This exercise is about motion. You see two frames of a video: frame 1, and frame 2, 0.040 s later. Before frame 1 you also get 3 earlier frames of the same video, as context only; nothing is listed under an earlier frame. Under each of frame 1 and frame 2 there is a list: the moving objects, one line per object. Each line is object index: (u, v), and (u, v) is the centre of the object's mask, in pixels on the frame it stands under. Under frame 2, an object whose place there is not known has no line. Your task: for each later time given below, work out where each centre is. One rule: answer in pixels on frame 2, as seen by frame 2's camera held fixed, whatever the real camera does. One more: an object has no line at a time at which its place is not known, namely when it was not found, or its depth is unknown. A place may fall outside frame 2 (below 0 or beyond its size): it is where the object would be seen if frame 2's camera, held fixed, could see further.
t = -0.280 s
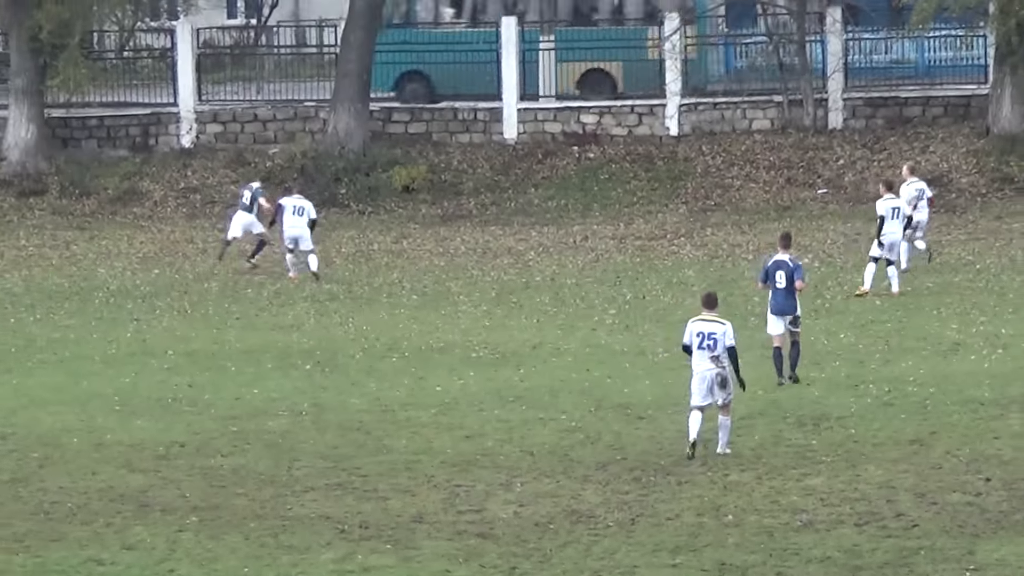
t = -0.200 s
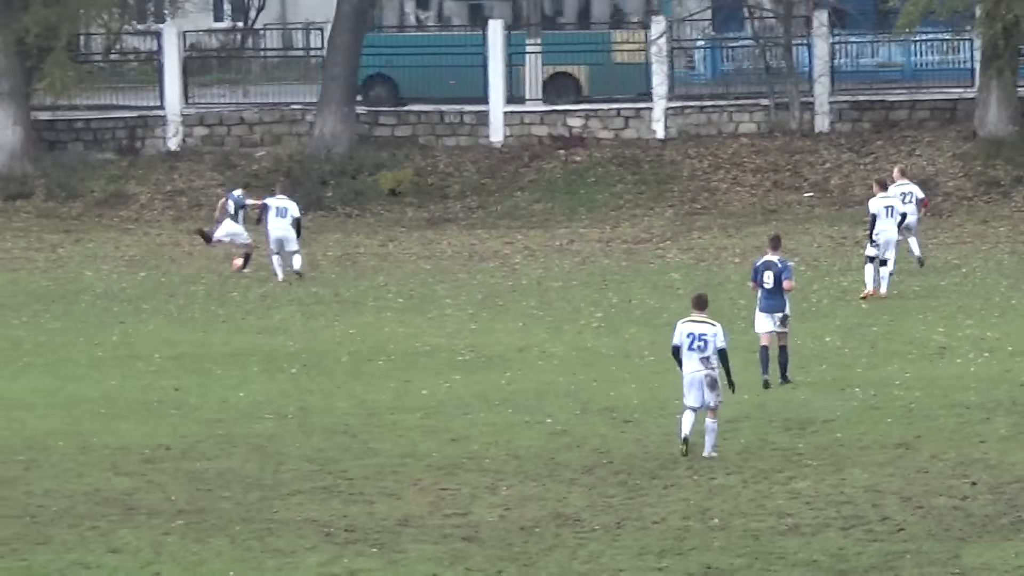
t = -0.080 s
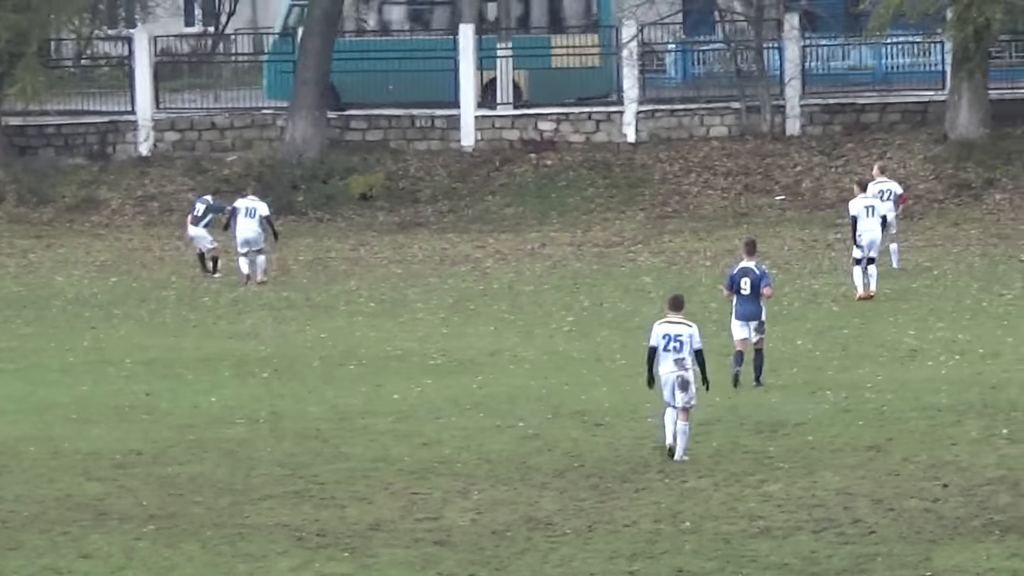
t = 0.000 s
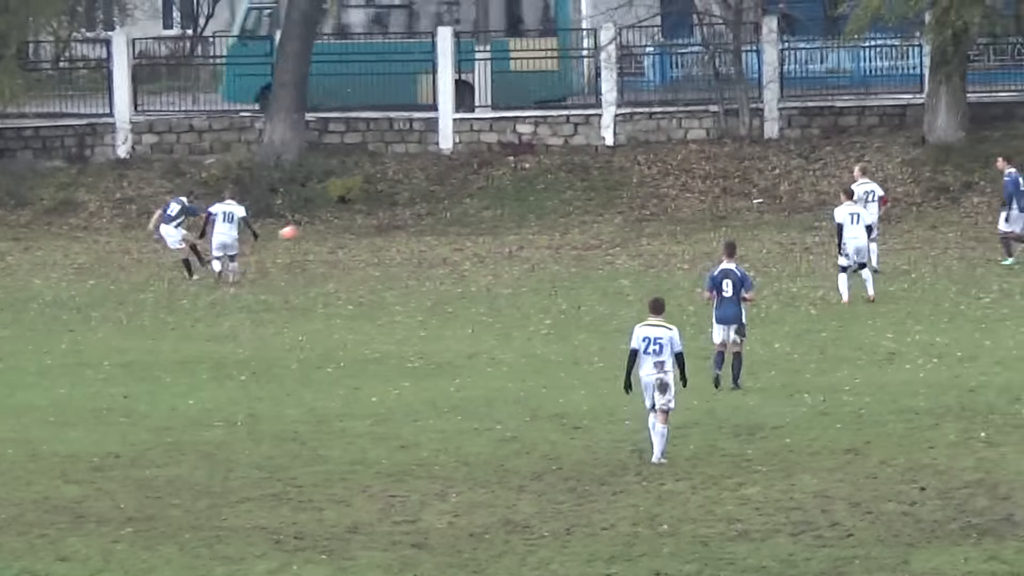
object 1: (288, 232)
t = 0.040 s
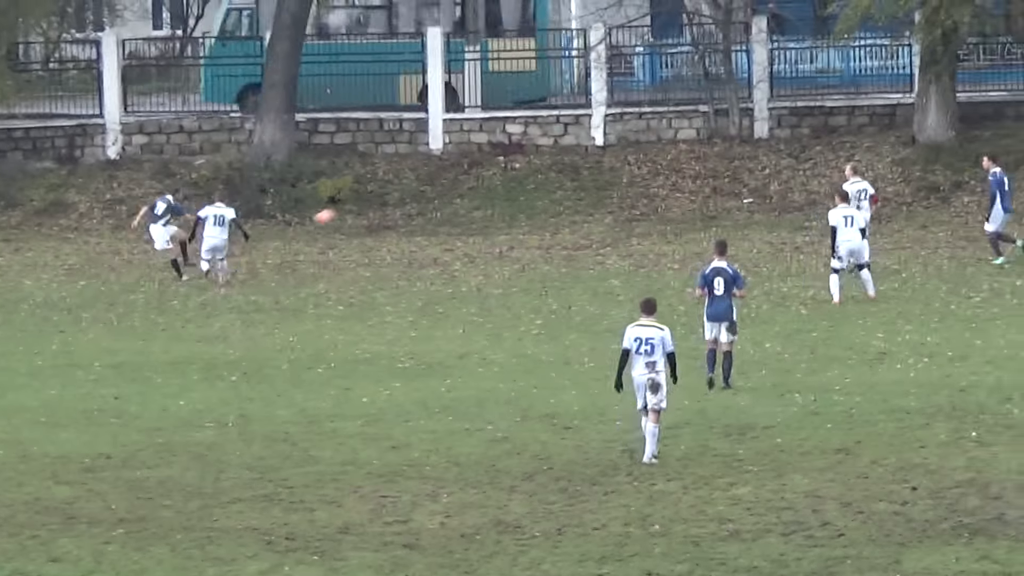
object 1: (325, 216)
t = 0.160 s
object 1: (453, 172)
